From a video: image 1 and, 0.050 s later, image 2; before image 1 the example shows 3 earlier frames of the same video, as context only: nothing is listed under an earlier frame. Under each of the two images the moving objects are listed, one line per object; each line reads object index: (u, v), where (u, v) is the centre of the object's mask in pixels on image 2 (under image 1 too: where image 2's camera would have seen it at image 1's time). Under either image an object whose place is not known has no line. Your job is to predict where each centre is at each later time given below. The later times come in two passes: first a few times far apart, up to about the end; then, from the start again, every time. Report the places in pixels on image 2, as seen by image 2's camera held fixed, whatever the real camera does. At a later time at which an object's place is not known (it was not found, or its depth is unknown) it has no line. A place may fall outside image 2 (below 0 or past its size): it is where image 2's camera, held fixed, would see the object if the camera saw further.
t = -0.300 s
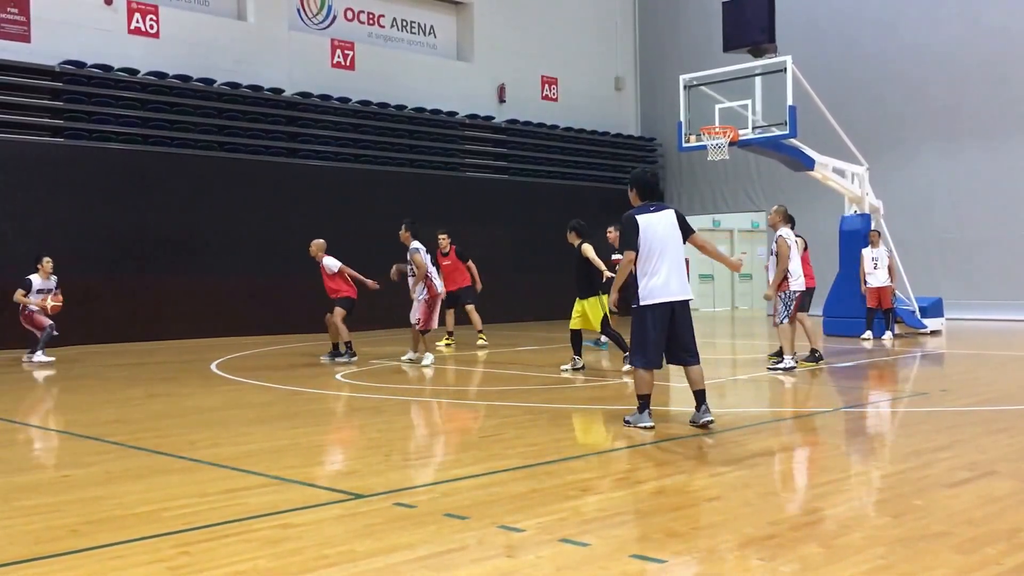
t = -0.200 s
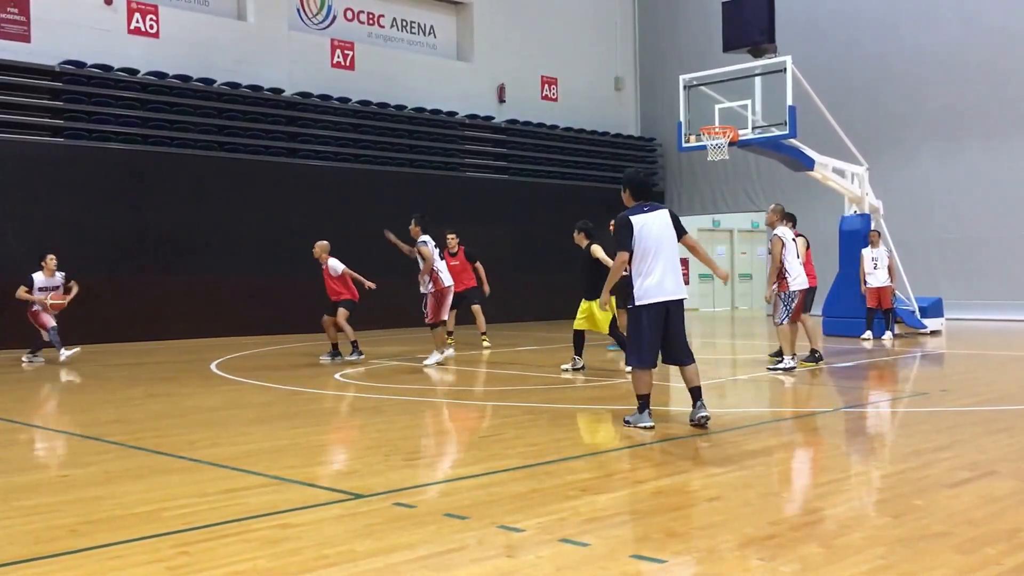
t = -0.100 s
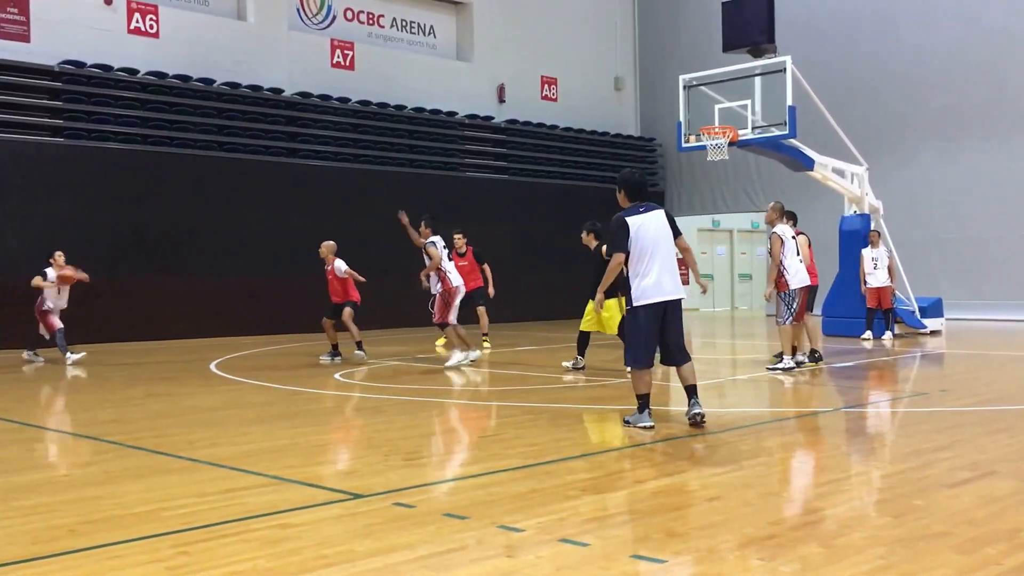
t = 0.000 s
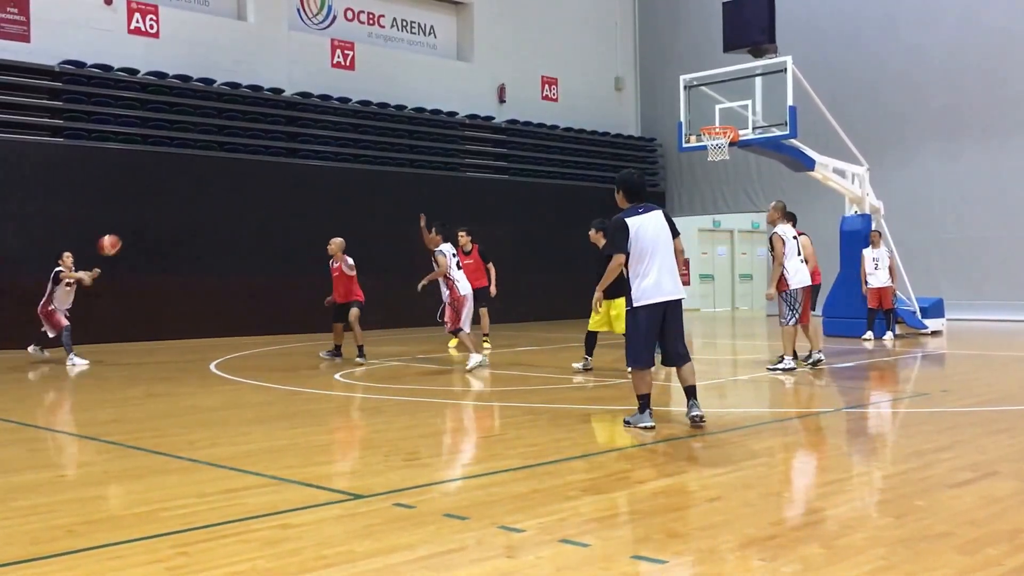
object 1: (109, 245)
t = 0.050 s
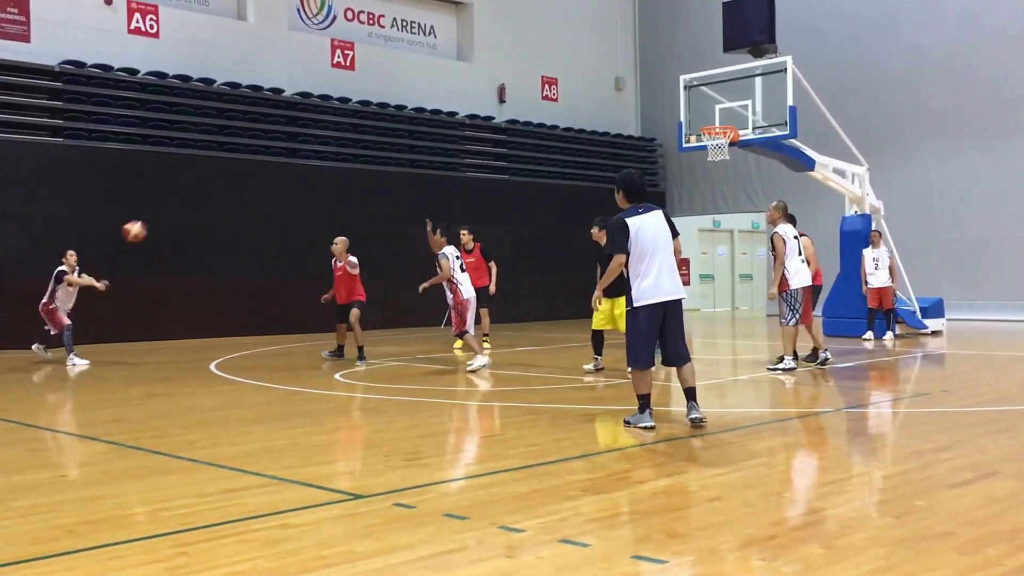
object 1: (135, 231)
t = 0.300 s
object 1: (274, 183)
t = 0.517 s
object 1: (427, 176)
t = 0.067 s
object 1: (143, 227)
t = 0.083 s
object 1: (151, 223)
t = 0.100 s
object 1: (160, 219)
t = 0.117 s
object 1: (168, 215)
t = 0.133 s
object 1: (178, 212)
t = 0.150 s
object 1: (187, 208)
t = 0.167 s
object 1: (196, 204)
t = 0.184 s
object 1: (205, 201)
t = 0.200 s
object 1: (215, 198)
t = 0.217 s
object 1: (225, 195)
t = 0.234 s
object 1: (234, 192)
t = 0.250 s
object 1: (245, 189)
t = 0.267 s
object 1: (254, 187)
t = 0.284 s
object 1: (264, 185)
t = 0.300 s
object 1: (274, 183)
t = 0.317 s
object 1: (286, 180)
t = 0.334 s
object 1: (296, 179)
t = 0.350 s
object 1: (307, 178)
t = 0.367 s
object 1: (317, 177)
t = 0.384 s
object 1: (329, 175)
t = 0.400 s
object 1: (341, 175)
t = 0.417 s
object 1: (352, 174)
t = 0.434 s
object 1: (364, 174)
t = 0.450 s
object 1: (377, 174)
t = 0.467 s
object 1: (389, 174)
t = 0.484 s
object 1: (401, 174)
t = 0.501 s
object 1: (414, 175)
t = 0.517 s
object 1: (427, 176)
